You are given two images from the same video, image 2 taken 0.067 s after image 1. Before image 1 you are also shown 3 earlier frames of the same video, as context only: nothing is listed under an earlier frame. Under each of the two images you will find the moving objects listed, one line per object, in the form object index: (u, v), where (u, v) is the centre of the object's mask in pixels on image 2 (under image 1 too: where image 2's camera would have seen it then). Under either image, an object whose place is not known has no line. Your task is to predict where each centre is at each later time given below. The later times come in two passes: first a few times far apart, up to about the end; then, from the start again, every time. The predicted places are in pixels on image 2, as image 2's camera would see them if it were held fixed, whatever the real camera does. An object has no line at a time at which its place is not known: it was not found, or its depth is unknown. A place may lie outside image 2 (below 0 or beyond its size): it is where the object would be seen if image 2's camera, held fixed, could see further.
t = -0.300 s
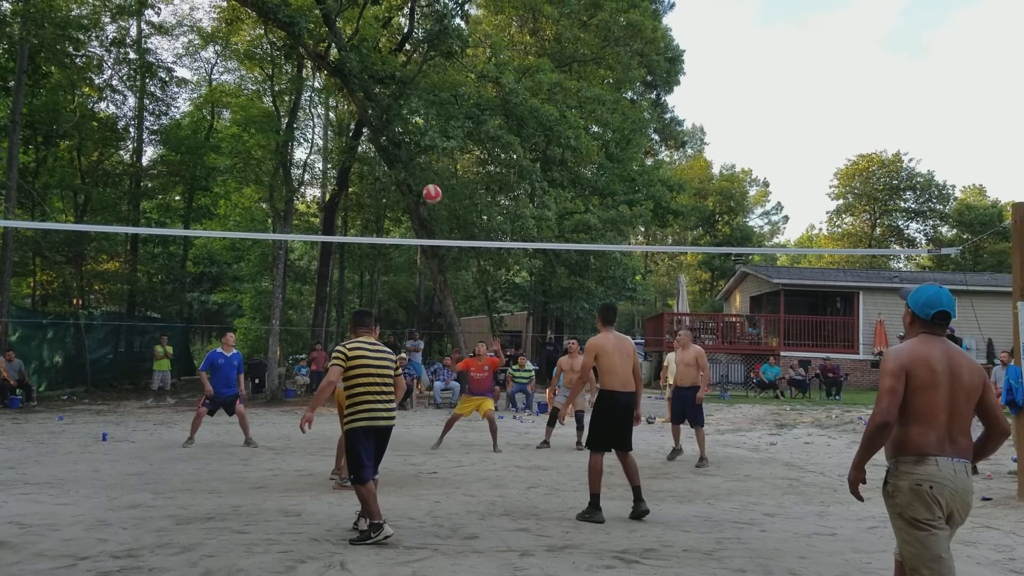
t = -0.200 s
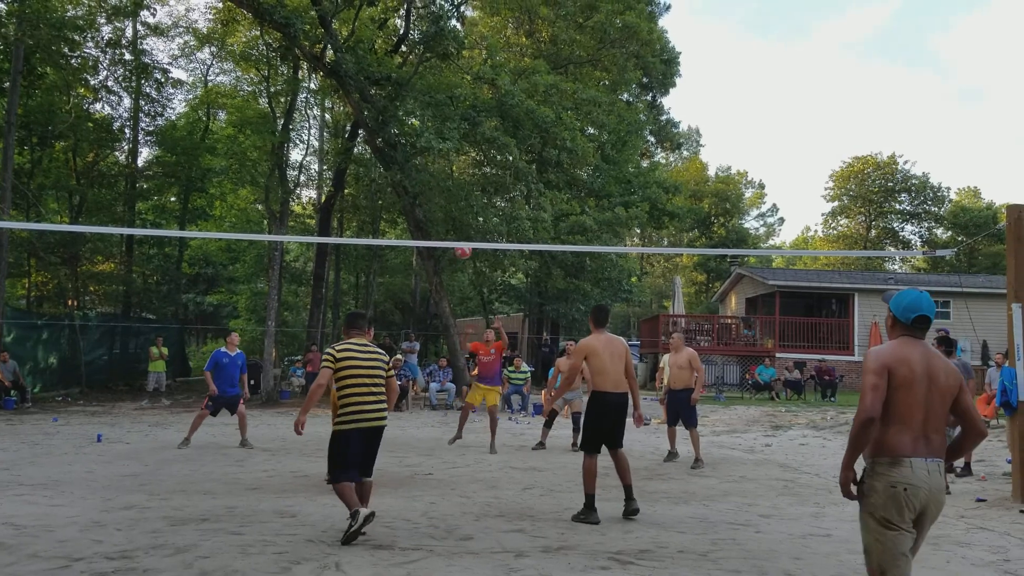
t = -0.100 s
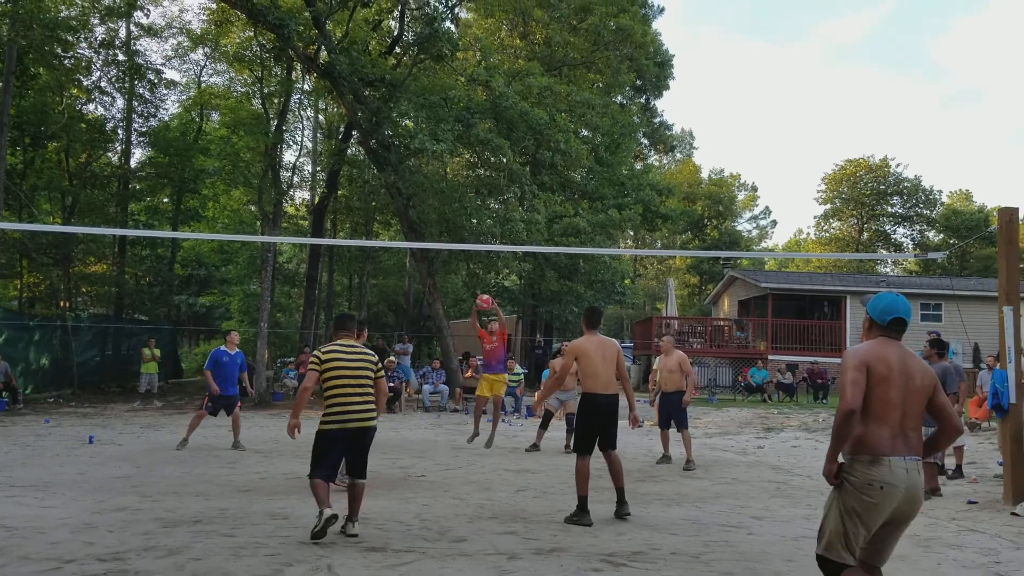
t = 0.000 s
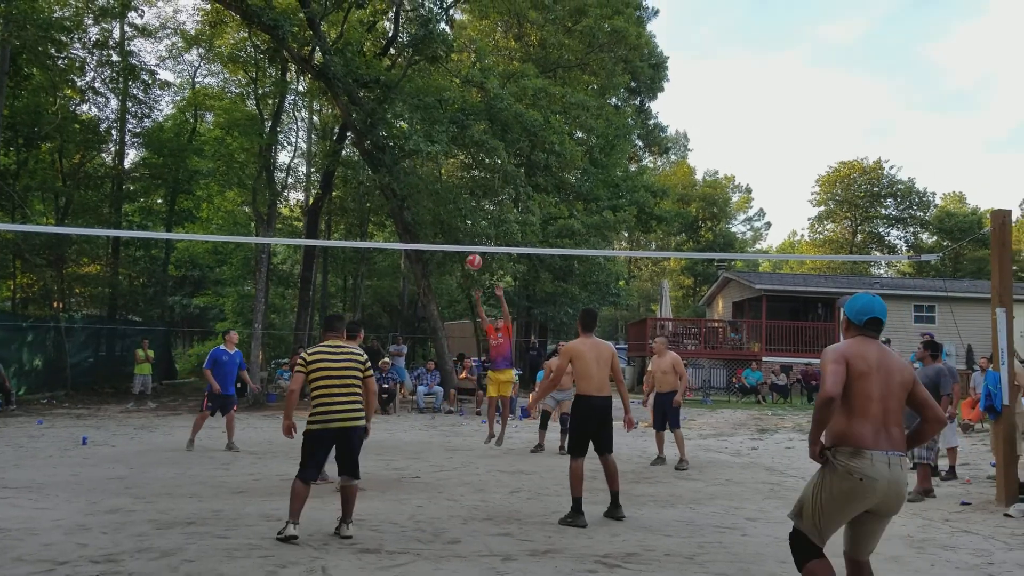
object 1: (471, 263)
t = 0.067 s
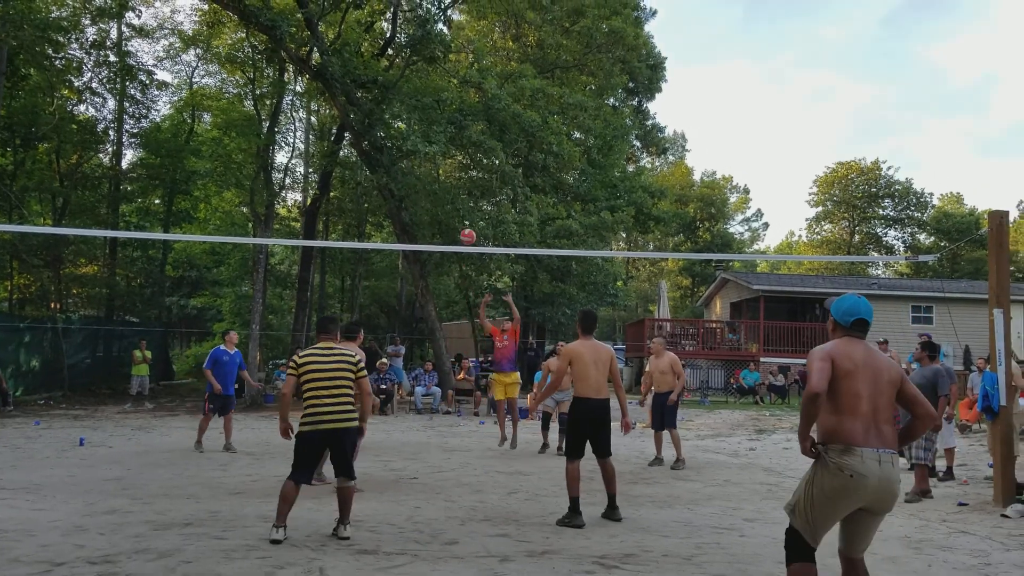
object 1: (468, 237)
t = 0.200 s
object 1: (459, 193)
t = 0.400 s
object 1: (444, 149)
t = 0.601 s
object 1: (426, 135)
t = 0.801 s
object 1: (406, 152)
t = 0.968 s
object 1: (387, 193)
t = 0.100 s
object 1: (465, 225)
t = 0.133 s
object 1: (463, 213)
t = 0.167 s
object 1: (461, 203)
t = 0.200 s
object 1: (459, 193)
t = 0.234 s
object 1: (457, 184)
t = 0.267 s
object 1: (454, 175)
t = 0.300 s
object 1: (452, 167)
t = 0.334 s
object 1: (449, 160)
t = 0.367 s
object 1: (446, 154)
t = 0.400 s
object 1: (444, 149)
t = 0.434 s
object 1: (441, 145)
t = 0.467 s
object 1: (438, 141)
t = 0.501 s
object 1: (435, 138)
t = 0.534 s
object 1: (432, 136)
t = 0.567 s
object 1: (429, 134)
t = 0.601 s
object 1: (426, 135)
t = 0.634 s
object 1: (423, 135)
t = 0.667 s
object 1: (420, 136)
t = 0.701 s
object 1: (416, 139)
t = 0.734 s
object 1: (413, 142)
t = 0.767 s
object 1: (410, 146)
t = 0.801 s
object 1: (406, 152)
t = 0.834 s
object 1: (402, 157)
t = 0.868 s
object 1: (399, 165)
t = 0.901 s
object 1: (395, 173)
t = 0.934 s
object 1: (391, 182)
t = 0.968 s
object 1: (387, 193)
